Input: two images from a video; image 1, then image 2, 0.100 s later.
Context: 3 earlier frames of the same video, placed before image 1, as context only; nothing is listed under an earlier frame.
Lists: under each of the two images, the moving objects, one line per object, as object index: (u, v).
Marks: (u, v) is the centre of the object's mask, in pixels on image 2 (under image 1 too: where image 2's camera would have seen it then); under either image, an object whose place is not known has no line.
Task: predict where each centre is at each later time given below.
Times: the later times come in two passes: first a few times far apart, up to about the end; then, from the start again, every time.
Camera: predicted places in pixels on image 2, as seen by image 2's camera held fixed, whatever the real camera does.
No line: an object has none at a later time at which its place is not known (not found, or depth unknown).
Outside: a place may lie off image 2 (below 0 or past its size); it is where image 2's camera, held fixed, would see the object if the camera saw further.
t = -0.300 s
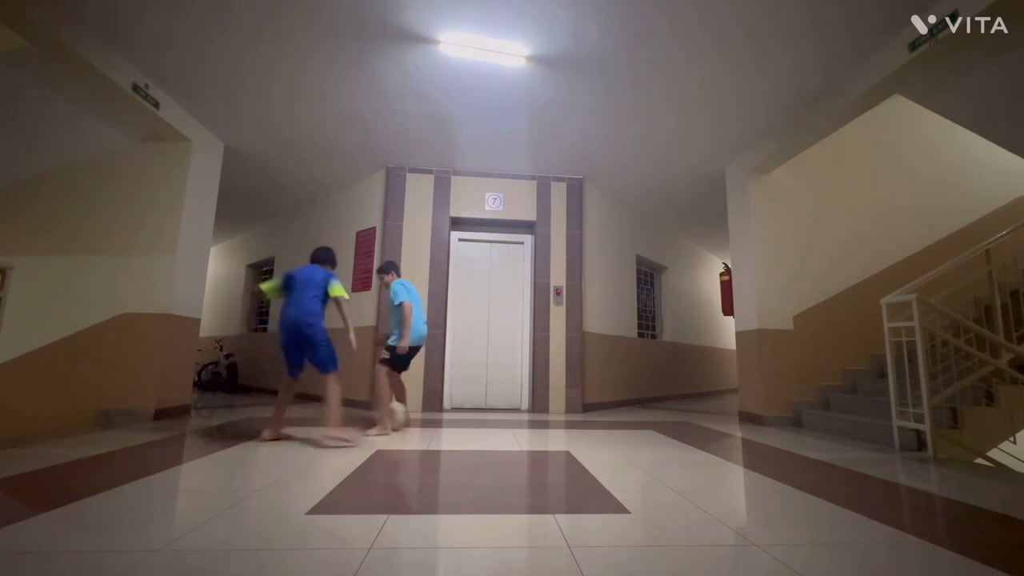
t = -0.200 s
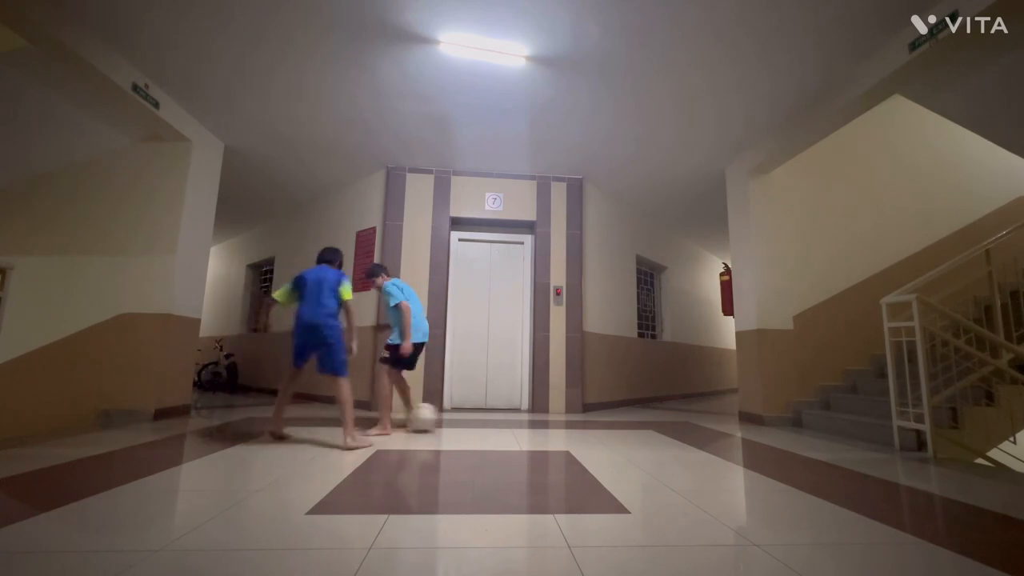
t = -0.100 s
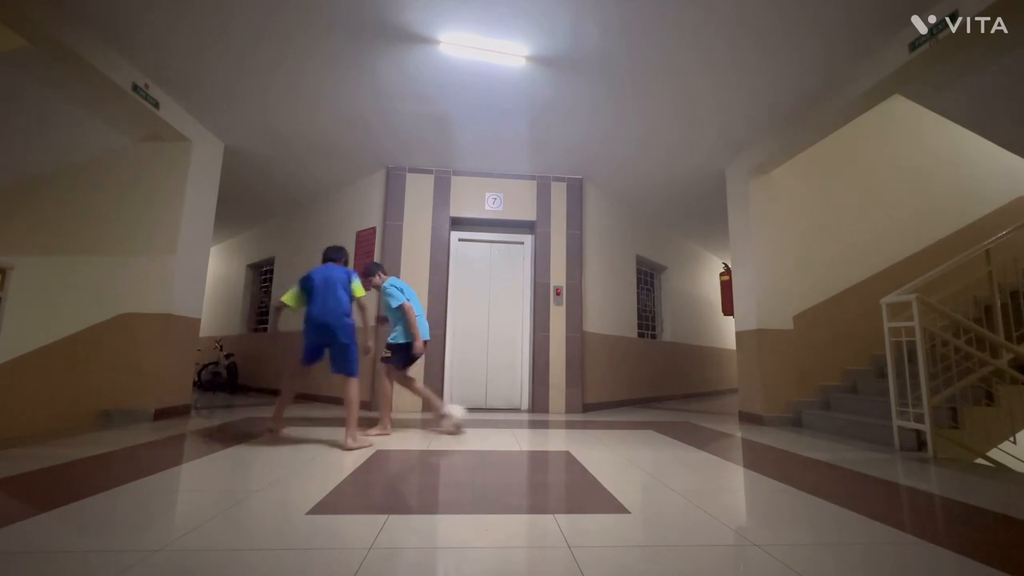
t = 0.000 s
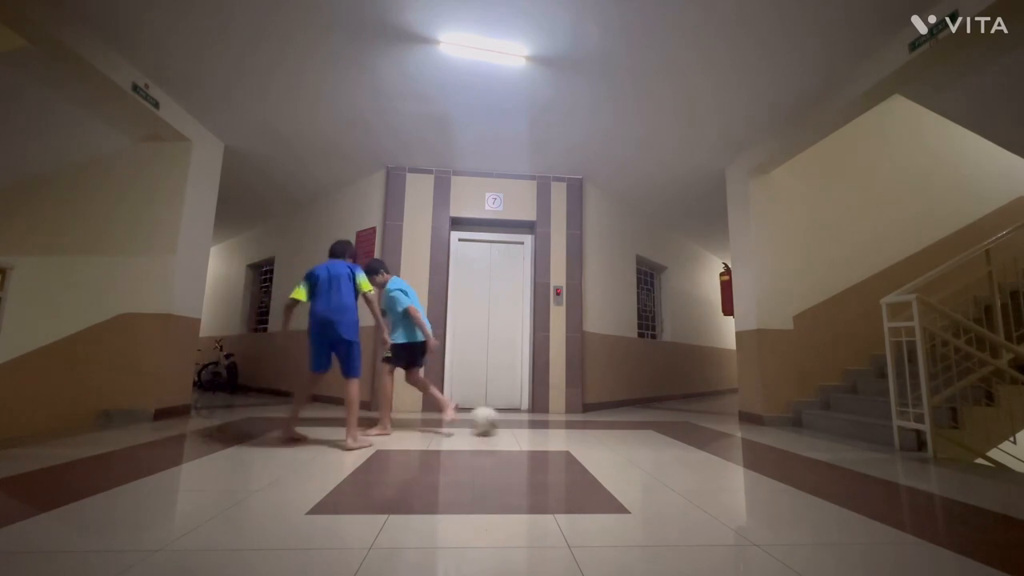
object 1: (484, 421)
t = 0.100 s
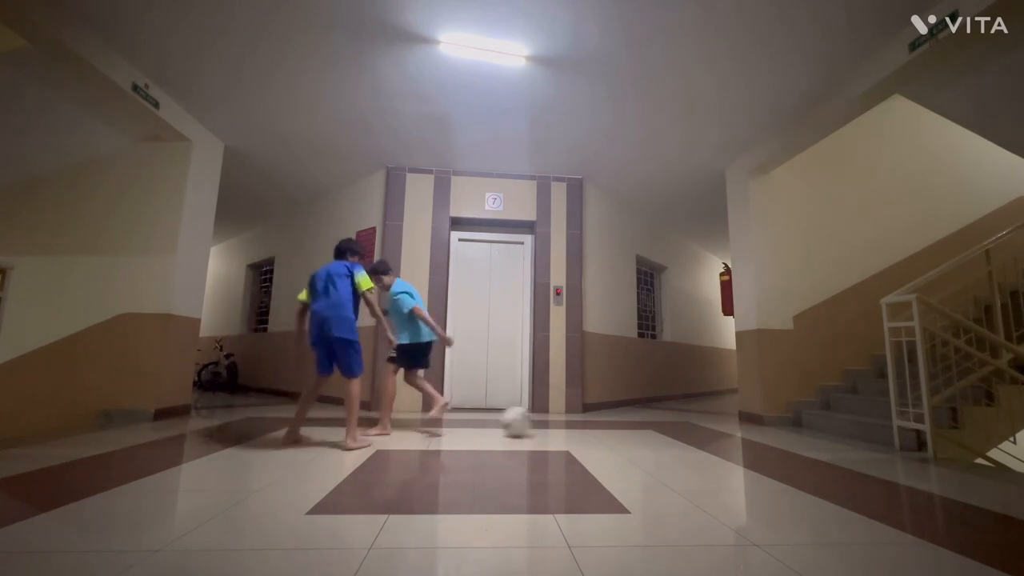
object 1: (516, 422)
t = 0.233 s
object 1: (560, 424)
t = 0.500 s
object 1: (649, 428)
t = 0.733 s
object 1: (731, 430)
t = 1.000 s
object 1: (832, 436)
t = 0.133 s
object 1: (527, 422)
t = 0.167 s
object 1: (539, 424)
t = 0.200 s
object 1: (548, 424)
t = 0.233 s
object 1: (560, 424)
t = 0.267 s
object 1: (571, 425)
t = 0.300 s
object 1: (583, 426)
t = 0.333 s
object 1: (594, 426)
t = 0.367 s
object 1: (604, 427)
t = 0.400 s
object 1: (616, 426)
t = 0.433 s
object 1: (628, 427)
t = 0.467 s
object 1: (638, 427)
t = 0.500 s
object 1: (649, 428)
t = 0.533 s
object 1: (661, 428)
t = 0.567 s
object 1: (673, 429)
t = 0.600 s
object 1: (684, 429)
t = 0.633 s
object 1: (696, 430)
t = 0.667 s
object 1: (708, 429)
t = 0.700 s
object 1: (720, 431)
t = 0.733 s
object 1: (731, 430)
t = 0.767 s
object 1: (745, 432)
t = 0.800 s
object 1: (756, 430)
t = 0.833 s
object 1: (769, 433)
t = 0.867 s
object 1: (781, 433)
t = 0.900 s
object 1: (796, 435)
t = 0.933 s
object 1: (807, 434)
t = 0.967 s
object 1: (819, 435)
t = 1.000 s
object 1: (832, 436)
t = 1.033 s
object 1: (843, 436)
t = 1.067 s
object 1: (855, 436)
